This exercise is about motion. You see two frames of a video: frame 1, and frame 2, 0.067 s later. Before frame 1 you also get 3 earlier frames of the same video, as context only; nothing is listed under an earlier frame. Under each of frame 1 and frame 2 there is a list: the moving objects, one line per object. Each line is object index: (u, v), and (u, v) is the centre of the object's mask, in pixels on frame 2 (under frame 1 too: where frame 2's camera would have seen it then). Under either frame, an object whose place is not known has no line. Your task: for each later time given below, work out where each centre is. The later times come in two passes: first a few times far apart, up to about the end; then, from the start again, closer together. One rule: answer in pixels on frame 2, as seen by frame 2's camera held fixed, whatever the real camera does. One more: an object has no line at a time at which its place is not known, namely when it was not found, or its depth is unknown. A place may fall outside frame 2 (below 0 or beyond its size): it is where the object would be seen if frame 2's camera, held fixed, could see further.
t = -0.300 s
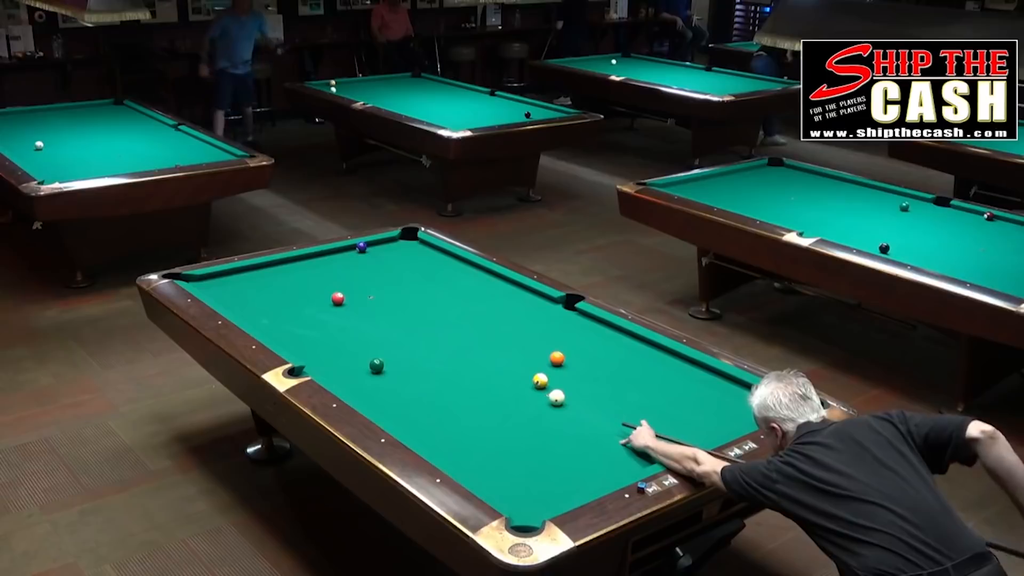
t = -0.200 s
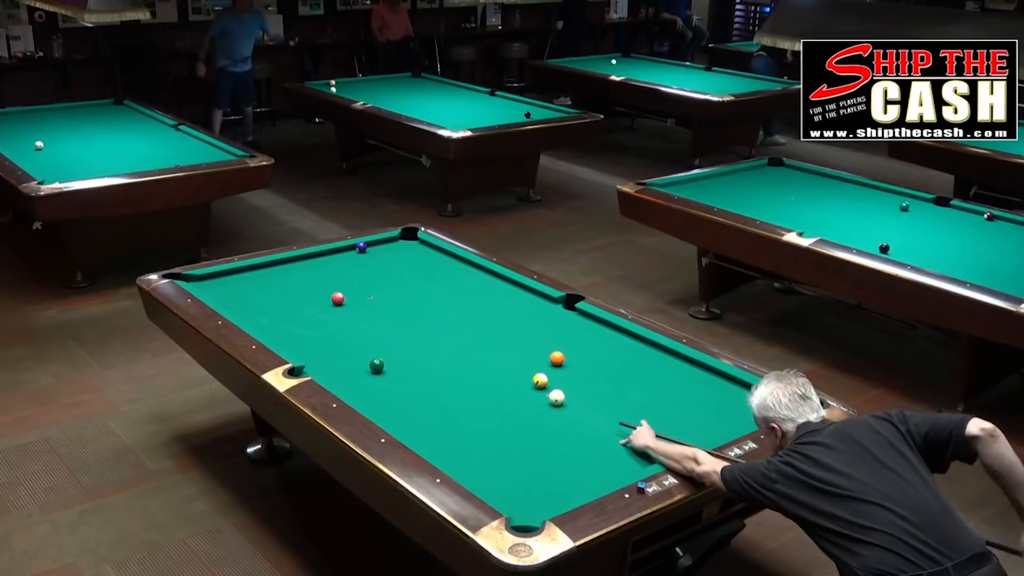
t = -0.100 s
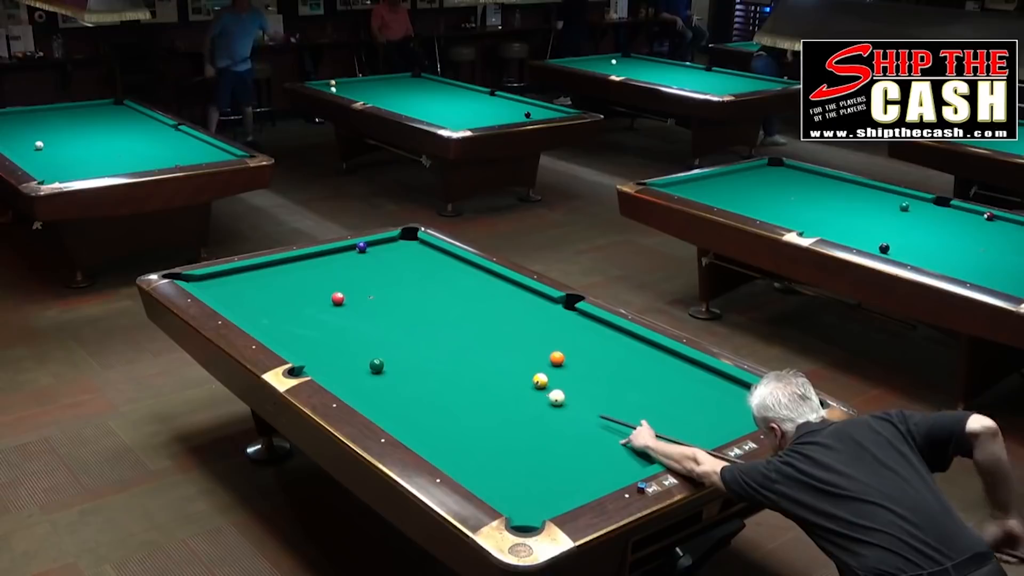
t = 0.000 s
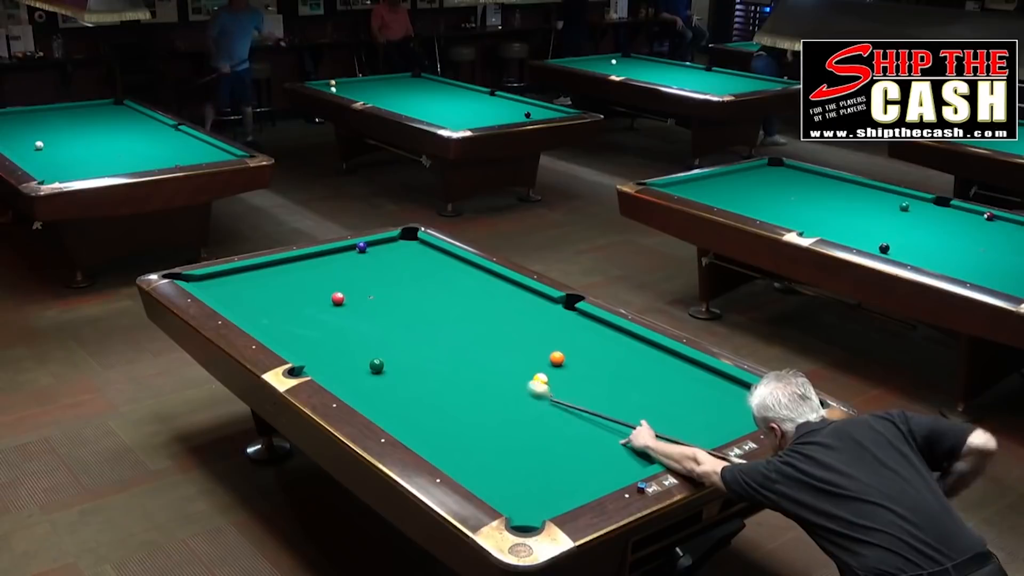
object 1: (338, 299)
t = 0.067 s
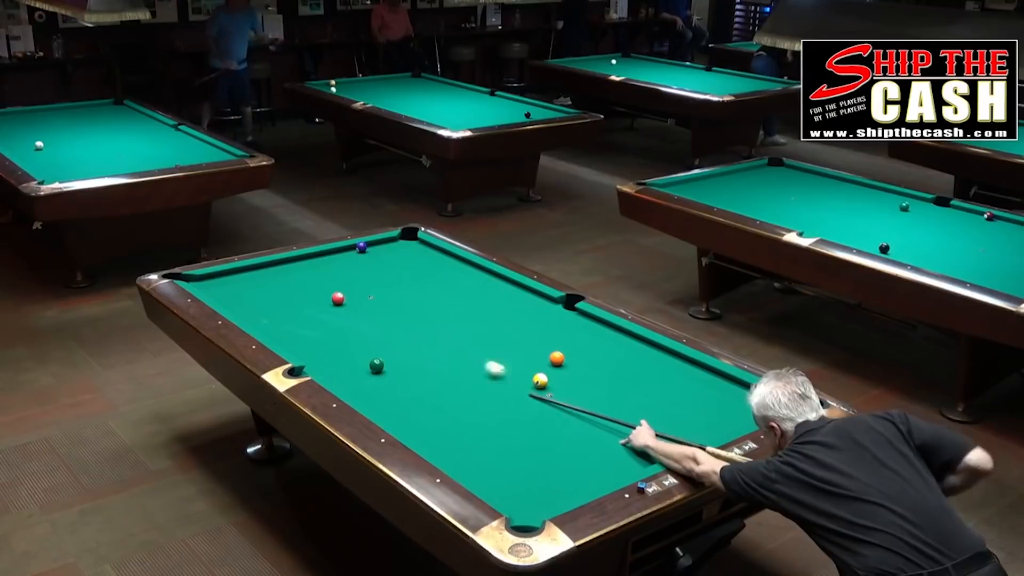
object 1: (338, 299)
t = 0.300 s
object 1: (338, 299)
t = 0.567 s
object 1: (311, 276)
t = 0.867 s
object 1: (309, 265)
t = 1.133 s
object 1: (339, 275)
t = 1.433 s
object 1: (377, 288)
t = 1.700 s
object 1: (412, 300)
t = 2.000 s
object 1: (450, 313)
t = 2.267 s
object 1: (485, 325)
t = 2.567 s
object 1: (526, 338)
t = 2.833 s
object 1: (560, 348)
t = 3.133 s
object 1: (602, 364)
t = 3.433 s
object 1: (645, 377)
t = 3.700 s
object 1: (685, 391)
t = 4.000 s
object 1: (729, 406)
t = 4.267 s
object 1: (758, 413)
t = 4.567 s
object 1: (741, 403)
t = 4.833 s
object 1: (728, 395)
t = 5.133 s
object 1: (713, 386)
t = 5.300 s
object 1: (706, 381)
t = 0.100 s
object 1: (338, 299)
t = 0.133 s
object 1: (338, 299)
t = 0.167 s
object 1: (338, 299)
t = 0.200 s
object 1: (338, 299)
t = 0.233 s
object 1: (338, 299)
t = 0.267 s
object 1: (338, 299)
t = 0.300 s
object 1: (338, 299)
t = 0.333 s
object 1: (338, 299)
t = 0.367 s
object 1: (338, 299)
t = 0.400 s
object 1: (335, 297)
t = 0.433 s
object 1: (333, 294)
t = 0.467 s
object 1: (326, 288)
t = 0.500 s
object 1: (321, 284)
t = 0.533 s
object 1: (318, 282)
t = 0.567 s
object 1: (311, 276)
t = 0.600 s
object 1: (307, 272)
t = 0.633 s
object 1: (305, 270)
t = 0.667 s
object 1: (299, 265)
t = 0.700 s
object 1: (296, 262)
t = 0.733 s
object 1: (294, 261)
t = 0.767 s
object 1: (297, 260)
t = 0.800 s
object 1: (301, 262)
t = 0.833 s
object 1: (303, 263)
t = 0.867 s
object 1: (309, 265)
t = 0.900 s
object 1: (313, 267)
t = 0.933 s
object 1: (315, 267)
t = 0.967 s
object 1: (321, 269)
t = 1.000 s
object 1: (325, 271)
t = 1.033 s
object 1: (327, 271)
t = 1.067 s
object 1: (333, 273)
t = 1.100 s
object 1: (337, 275)
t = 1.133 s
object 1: (339, 275)
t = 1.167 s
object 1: (346, 277)
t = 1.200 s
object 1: (350, 279)
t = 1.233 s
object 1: (352, 280)
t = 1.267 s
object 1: (357, 282)
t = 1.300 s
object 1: (362, 283)
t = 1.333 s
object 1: (364, 284)
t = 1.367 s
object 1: (370, 286)
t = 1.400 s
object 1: (374, 287)
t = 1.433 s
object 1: (377, 288)
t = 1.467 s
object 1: (382, 290)
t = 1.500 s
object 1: (387, 291)
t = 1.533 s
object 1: (389, 292)
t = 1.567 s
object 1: (395, 294)
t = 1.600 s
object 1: (399, 296)
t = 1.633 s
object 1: (401, 296)
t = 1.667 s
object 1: (407, 299)
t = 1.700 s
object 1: (412, 300)
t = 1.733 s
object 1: (414, 301)
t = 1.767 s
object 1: (420, 303)
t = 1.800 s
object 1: (425, 304)
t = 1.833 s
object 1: (427, 305)
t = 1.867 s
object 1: (433, 307)
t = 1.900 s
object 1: (437, 308)
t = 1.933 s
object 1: (439, 309)
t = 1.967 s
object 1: (446, 311)
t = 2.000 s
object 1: (450, 313)
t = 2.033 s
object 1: (453, 314)
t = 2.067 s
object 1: (459, 316)
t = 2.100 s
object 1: (464, 317)
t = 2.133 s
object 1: (465, 318)
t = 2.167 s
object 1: (472, 320)
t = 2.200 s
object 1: (477, 322)
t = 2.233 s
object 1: (479, 323)
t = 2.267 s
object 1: (485, 325)
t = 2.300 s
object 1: (490, 326)
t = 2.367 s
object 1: (498, 330)
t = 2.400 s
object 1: (503, 331)
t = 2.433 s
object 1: (505, 332)
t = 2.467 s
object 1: (512, 334)
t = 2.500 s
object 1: (517, 335)
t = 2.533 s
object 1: (519, 336)
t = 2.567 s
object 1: (526, 338)
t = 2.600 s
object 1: (530, 340)
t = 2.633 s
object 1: (532, 341)
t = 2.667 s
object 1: (539, 343)
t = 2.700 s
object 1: (544, 345)
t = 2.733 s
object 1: (546, 345)
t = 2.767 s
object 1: (552, 346)
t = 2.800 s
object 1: (558, 347)
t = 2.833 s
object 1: (560, 348)
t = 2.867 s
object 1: (567, 351)
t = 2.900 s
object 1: (571, 353)
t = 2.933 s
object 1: (574, 354)
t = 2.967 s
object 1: (581, 357)
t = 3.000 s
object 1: (585, 358)
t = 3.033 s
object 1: (588, 359)
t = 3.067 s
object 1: (595, 361)
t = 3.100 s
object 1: (600, 363)
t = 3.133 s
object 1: (602, 364)
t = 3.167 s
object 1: (609, 366)
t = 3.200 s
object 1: (613, 367)
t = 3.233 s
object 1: (616, 368)
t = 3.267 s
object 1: (623, 371)
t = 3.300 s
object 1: (628, 372)
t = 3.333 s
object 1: (630, 373)
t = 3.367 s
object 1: (637, 375)
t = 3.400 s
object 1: (643, 375)
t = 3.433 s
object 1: (645, 377)
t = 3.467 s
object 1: (651, 380)
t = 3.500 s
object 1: (656, 382)
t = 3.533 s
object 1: (659, 382)
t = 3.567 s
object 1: (666, 385)
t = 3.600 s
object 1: (671, 386)
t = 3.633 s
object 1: (674, 387)
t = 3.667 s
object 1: (680, 390)
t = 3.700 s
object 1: (685, 391)
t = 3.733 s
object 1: (687, 392)
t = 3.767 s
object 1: (695, 394)
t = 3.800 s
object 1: (700, 396)
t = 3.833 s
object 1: (702, 397)
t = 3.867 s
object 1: (710, 399)
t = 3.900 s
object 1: (714, 401)
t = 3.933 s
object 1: (716, 402)
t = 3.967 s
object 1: (724, 404)
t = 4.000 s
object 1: (729, 406)
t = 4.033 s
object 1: (731, 406)
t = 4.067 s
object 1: (738, 409)
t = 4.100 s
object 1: (743, 410)
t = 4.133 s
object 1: (745, 411)
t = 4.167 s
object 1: (753, 413)
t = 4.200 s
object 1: (757, 413)
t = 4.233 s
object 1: (759, 413)
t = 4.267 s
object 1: (758, 413)
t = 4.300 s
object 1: (757, 412)
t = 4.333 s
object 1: (756, 412)
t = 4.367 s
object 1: (753, 411)
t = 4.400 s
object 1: (751, 409)
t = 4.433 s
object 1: (750, 409)
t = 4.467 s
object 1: (747, 407)
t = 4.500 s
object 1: (745, 406)
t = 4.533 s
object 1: (744, 405)
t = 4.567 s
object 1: (741, 403)
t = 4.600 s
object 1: (739, 402)
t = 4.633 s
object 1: (738, 402)
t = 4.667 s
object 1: (736, 400)
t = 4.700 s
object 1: (734, 399)
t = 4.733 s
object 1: (733, 398)
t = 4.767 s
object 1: (730, 397)
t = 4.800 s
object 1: (729, 395)
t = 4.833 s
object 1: (728, 395)
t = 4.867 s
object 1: (725, 393)
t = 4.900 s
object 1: (724, 392)
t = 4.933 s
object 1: (723, 392)
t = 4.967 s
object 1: (721, 391)
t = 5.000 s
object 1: (719, 390)
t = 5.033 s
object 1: (718, 389)
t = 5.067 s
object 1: (716, 387)
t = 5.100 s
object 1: (714, 387)
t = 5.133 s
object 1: (713, 386)
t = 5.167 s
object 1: (711, 384)
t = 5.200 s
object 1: (710, 384)
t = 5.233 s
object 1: (709, 383)
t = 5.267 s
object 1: (707, 382)
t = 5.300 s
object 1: (706, 381)
